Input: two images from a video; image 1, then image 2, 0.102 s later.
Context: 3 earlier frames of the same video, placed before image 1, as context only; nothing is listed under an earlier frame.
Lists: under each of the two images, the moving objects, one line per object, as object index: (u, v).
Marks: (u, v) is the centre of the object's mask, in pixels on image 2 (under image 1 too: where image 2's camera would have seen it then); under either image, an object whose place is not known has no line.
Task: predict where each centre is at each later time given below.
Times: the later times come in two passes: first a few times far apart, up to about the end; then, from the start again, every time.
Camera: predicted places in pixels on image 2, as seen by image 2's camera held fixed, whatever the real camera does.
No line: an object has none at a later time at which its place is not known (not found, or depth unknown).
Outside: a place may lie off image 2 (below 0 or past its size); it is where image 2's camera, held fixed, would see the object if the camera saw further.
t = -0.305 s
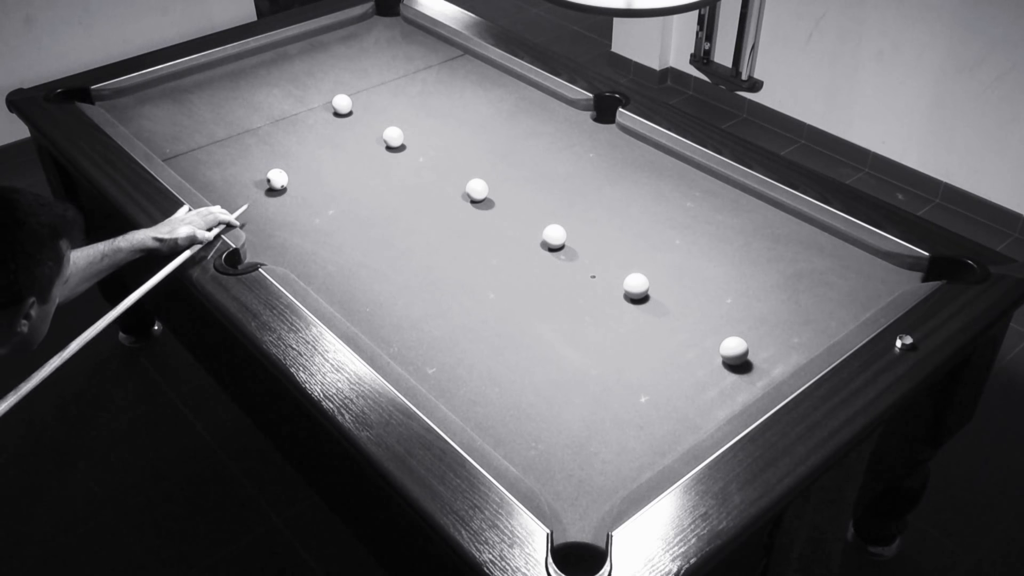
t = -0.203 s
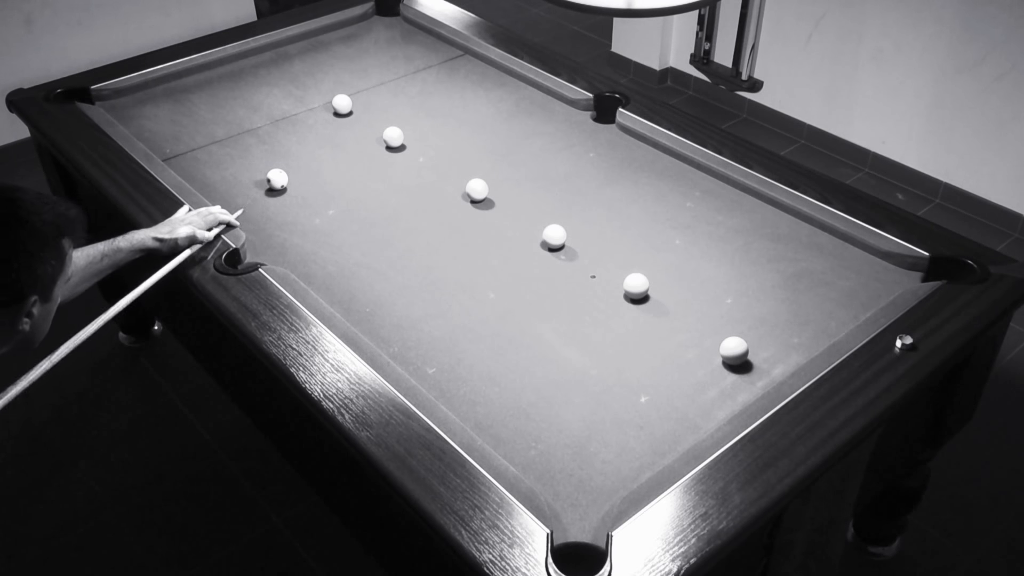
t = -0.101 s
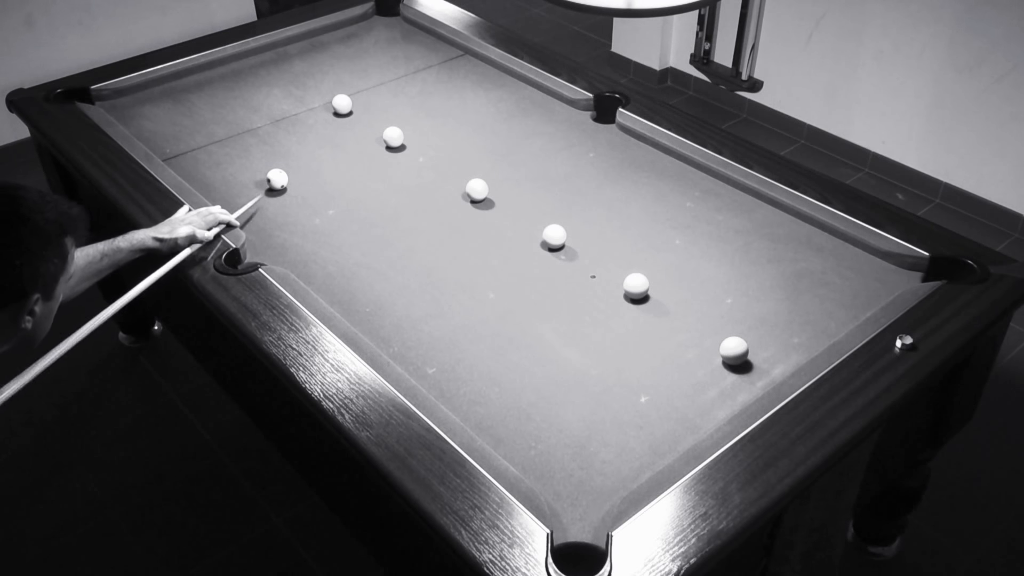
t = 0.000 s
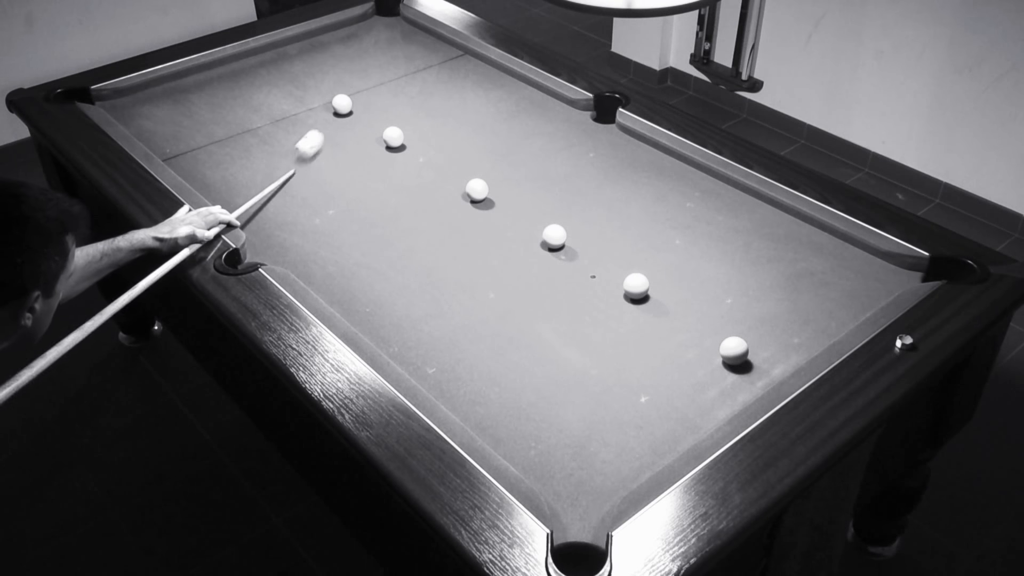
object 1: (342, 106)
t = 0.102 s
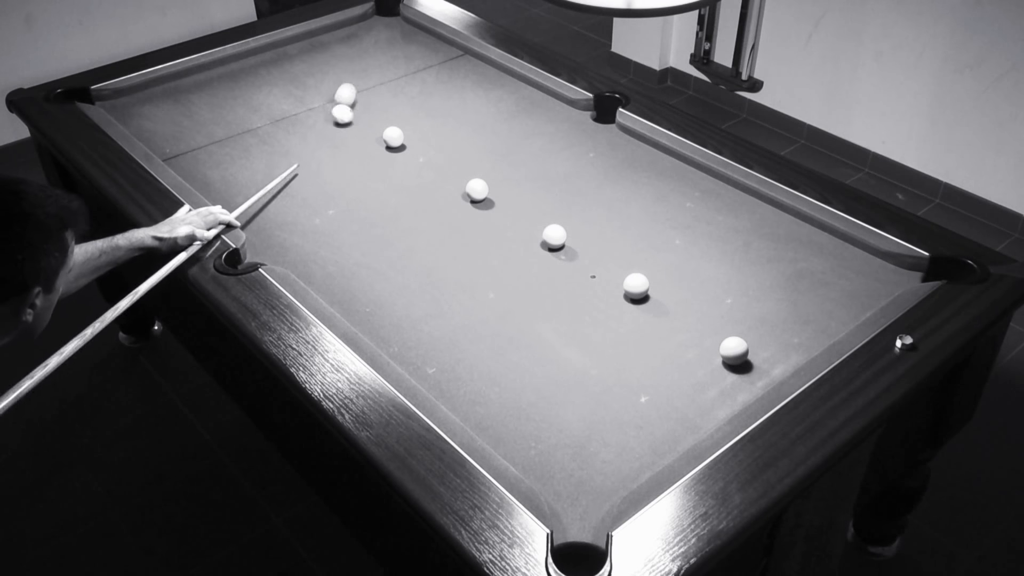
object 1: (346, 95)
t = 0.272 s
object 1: (365, 54)
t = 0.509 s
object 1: (384, 11)
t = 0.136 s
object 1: (350, 87)
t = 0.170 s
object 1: (354, 78)
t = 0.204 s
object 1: (358, 69)
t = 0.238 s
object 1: (362, 61)
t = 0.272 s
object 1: (365, 54)
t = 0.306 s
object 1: (368, 47)
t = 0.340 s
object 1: (371, 41)
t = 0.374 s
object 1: (373, 35)
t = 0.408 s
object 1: (376, 29)
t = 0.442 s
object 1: (379, 23)
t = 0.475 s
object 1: (381, 17)
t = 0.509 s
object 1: (384, 11)
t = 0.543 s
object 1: (386, 7)
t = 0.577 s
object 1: (389, 6)
